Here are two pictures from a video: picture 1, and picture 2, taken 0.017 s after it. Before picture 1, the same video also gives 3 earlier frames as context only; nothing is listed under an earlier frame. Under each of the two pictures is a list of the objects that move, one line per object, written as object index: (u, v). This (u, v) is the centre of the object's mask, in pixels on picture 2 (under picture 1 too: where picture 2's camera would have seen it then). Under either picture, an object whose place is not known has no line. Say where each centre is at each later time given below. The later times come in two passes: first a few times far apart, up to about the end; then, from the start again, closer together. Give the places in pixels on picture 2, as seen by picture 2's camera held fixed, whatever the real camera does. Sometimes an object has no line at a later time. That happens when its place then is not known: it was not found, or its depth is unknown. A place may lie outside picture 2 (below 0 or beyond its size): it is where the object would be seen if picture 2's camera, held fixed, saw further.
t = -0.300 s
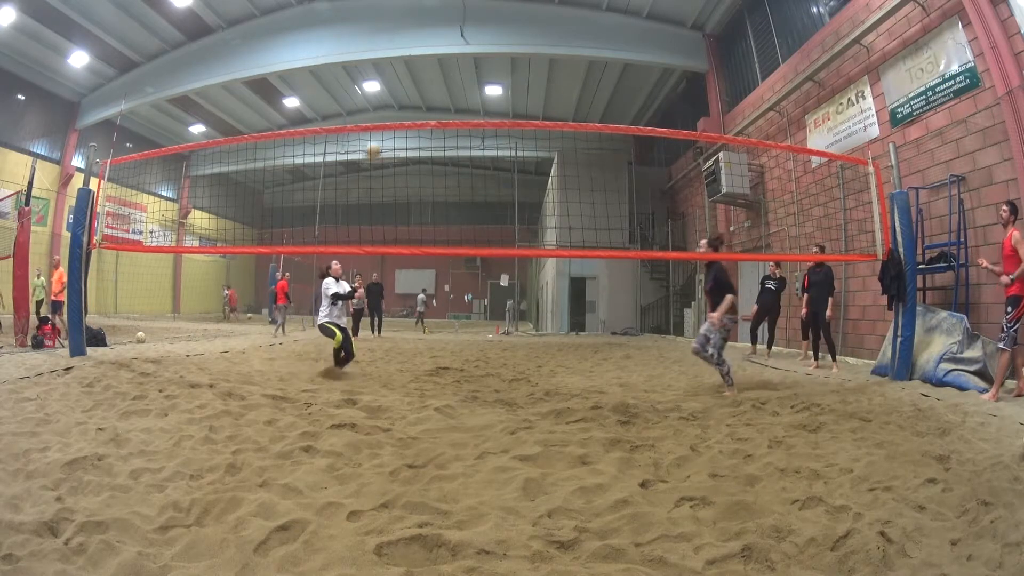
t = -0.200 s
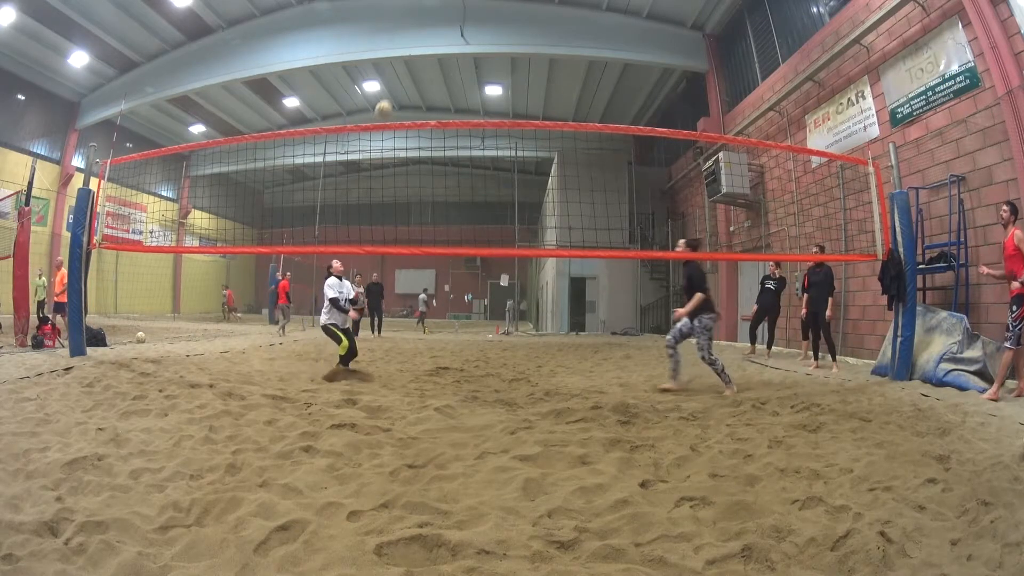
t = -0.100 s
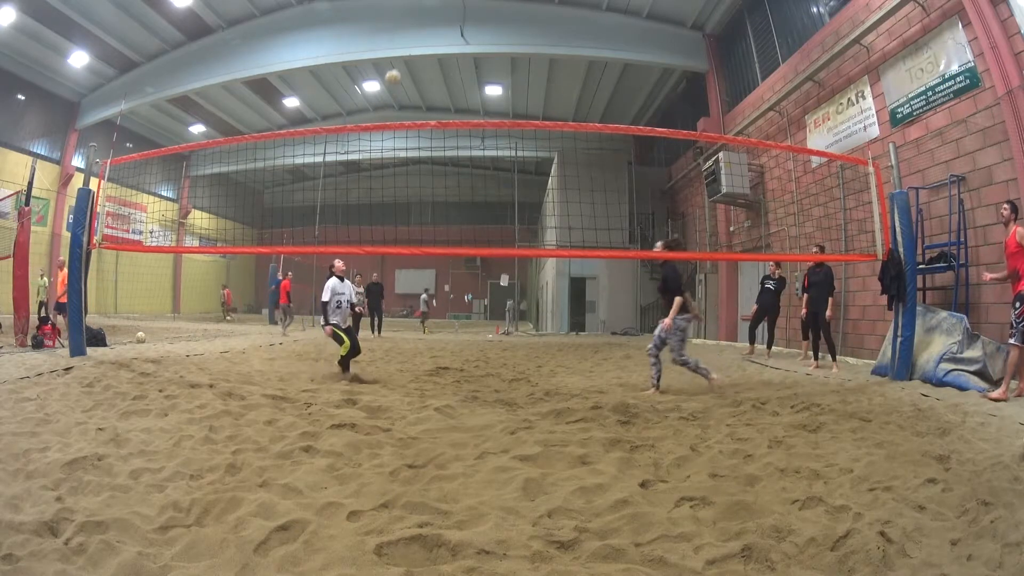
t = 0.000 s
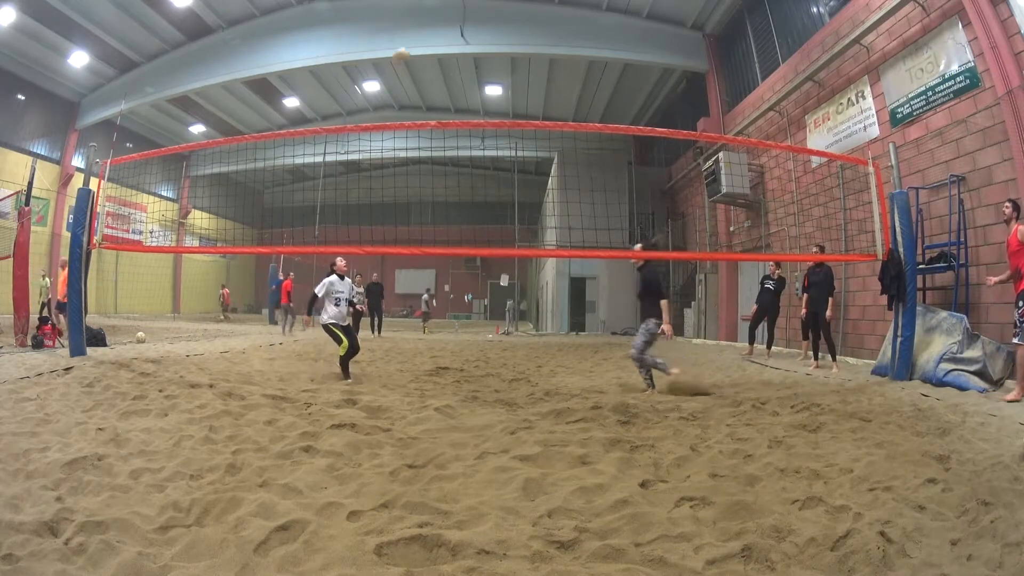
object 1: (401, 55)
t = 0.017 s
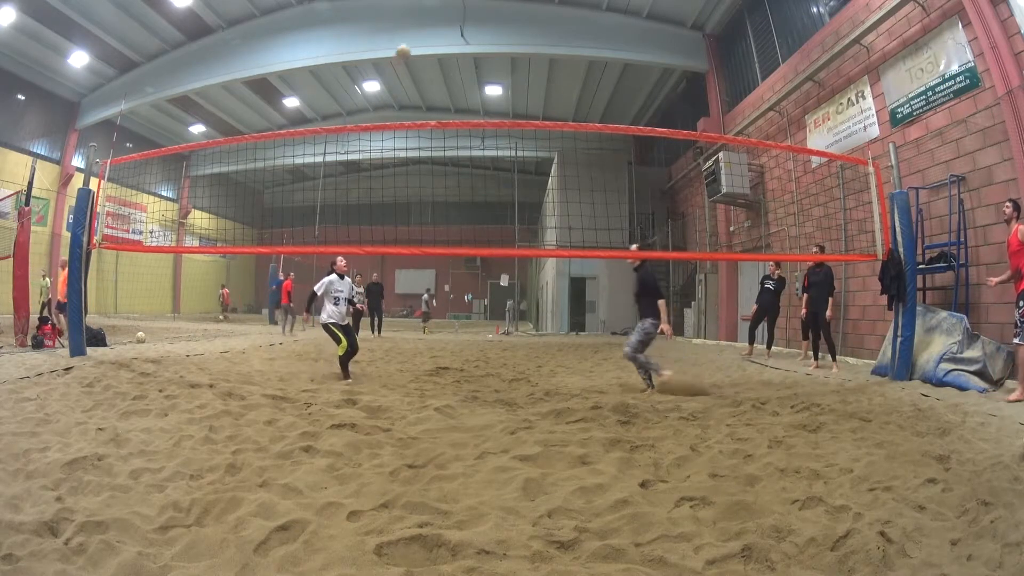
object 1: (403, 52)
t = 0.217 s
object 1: (417, 29)
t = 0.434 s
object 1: (428, 30)
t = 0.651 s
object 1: (436, 57)
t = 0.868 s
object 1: (444, 116)
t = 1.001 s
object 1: (448, 179)
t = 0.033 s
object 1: (404, 50)
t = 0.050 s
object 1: (405, 47)
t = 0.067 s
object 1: (407, 44)
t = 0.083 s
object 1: (408, 42)
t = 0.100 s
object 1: (409, 40)
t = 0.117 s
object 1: (410, 38)
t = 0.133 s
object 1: (411, 36)
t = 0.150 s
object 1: (412, 34)
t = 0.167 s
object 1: (413, 33)
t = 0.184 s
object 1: (415, 31)
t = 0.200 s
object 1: (415, 30)
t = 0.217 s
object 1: (417, 29)
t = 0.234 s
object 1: (417, 28)
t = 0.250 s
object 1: (418, 27)
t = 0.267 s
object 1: (419, 27)
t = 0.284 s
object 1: (420, 26)
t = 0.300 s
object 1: (421, 26)
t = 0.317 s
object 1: (422, 26)
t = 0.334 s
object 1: (423, 26)
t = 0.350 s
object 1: (424, 26)
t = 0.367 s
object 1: (425, 26)
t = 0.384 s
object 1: (426, 27)
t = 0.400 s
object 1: (426, 28)
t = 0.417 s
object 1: (427, 28)
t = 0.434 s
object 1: (428, 30)
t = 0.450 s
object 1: (429, 31)
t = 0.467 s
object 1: (429, 32)
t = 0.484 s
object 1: (430, 33)
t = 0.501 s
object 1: (431, 35)
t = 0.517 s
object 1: (432, 37)
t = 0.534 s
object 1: (432, 38)
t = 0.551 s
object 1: (433, 41)
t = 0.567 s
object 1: (434, 43)
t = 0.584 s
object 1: (435, 46)
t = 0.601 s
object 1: (435, 48)
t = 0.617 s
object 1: (435, 51)
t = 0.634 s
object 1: (436, 53)
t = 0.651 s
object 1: (436, 57)
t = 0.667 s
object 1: (437, 61)
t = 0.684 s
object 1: (438, 64)
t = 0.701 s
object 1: (439, 68)
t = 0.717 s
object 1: (439, 73)
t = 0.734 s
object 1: (440, 77)
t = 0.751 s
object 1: (440, 82)
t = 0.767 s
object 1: (441, 87)
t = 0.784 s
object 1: (442, 92)
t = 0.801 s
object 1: (442, 96)
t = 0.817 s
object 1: (443, 102)
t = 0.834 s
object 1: (443, 108)
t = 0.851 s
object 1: (444, 112)
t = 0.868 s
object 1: (444, 116)
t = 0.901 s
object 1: (446, 134)
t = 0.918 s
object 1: (446, 140)
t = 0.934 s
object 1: (447, 148)
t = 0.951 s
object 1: (446, 155)
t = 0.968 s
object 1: (447, 162)
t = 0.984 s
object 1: (448, 170)
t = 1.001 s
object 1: (448, 179)
